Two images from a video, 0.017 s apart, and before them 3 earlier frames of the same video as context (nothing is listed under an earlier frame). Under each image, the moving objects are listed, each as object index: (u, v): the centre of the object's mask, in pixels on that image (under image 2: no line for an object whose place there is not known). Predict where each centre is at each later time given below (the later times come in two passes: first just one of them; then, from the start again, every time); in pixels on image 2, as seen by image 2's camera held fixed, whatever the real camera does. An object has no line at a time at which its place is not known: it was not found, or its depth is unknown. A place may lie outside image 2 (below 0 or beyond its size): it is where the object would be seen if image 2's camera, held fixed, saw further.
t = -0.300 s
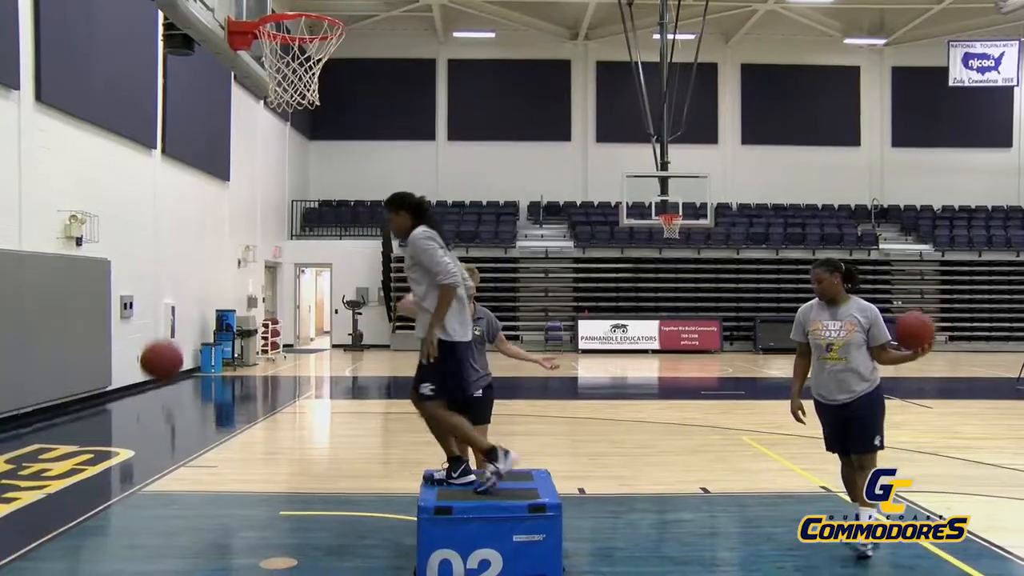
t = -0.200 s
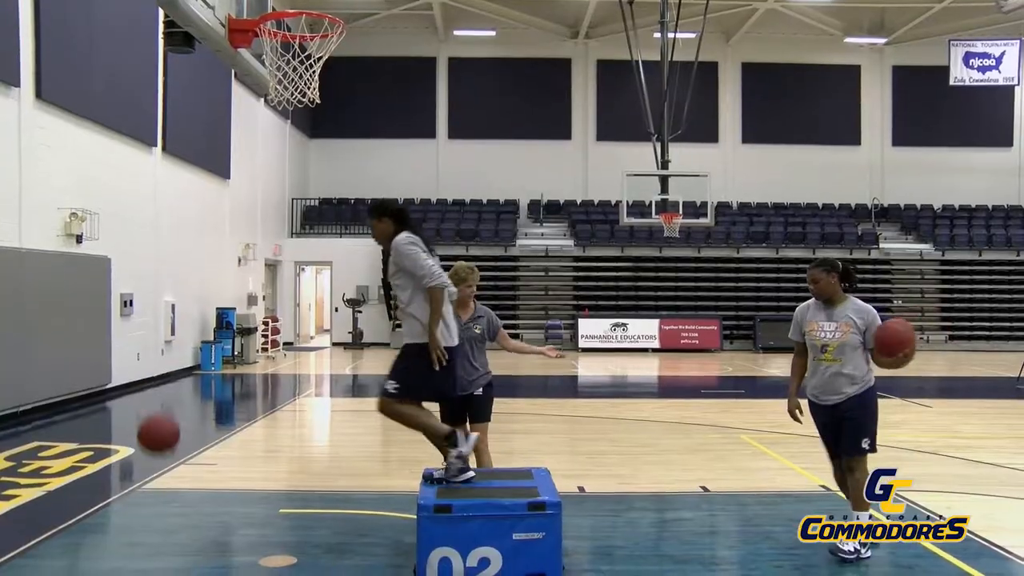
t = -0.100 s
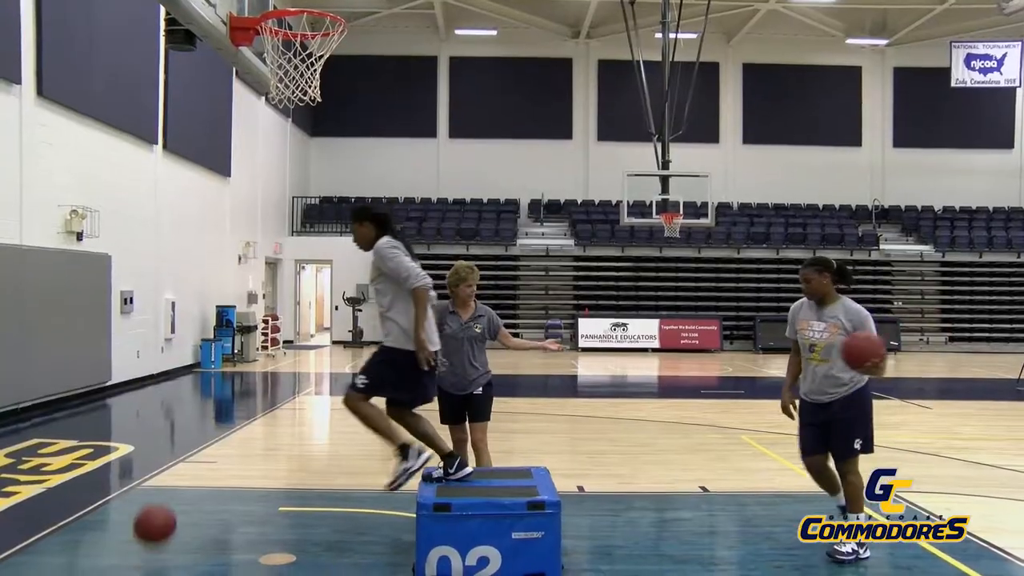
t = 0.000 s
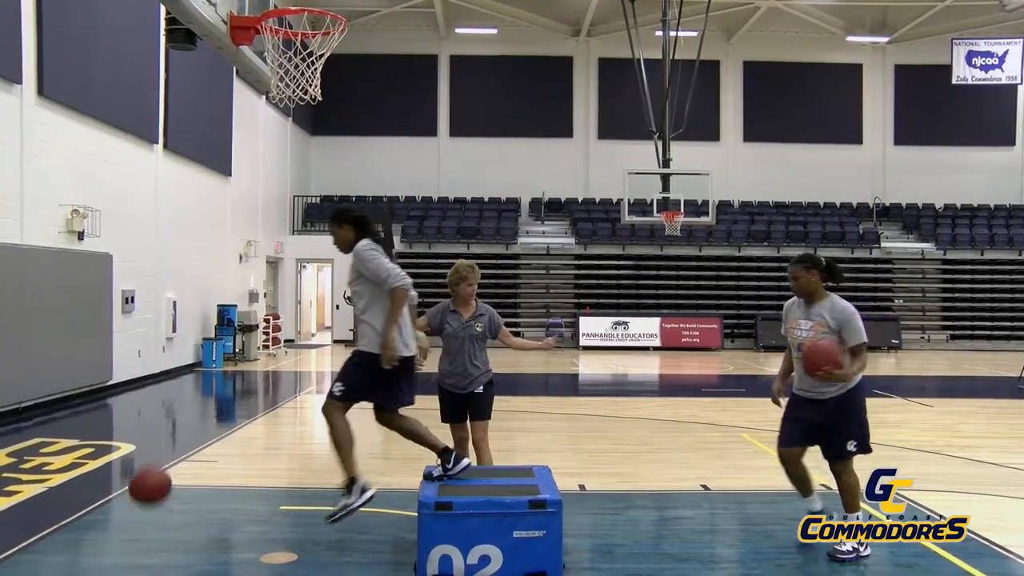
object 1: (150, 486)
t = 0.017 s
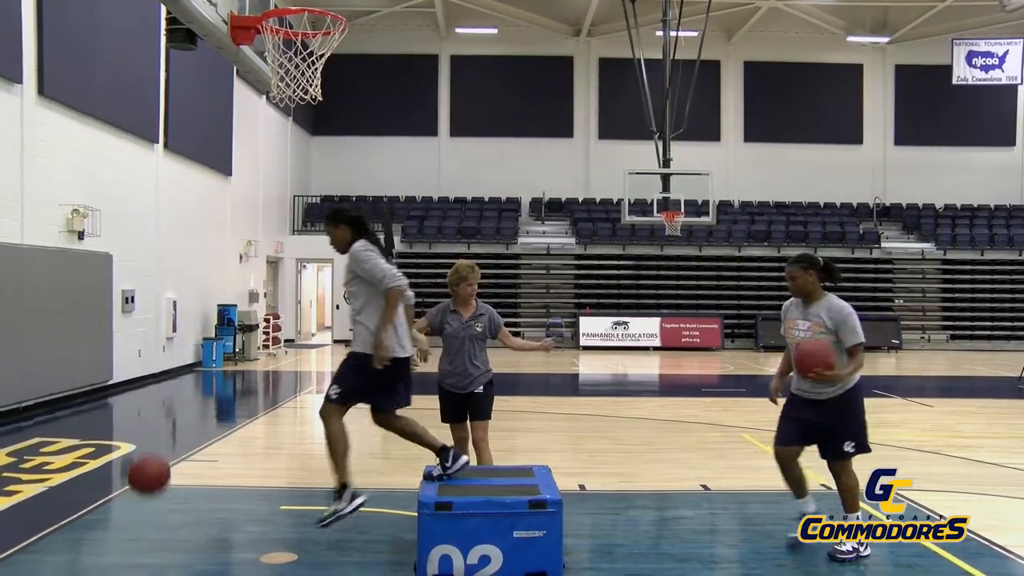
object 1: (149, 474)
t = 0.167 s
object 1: (138, 399)
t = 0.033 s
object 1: (148, 464)
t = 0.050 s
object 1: (146, 455)
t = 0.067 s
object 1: (145, 445)
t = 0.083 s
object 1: (144, 436)
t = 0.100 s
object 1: (143, 428)
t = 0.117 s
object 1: (141, 420)
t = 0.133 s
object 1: (140, 413)
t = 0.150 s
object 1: (139, 405)
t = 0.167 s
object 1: (138, 399)
